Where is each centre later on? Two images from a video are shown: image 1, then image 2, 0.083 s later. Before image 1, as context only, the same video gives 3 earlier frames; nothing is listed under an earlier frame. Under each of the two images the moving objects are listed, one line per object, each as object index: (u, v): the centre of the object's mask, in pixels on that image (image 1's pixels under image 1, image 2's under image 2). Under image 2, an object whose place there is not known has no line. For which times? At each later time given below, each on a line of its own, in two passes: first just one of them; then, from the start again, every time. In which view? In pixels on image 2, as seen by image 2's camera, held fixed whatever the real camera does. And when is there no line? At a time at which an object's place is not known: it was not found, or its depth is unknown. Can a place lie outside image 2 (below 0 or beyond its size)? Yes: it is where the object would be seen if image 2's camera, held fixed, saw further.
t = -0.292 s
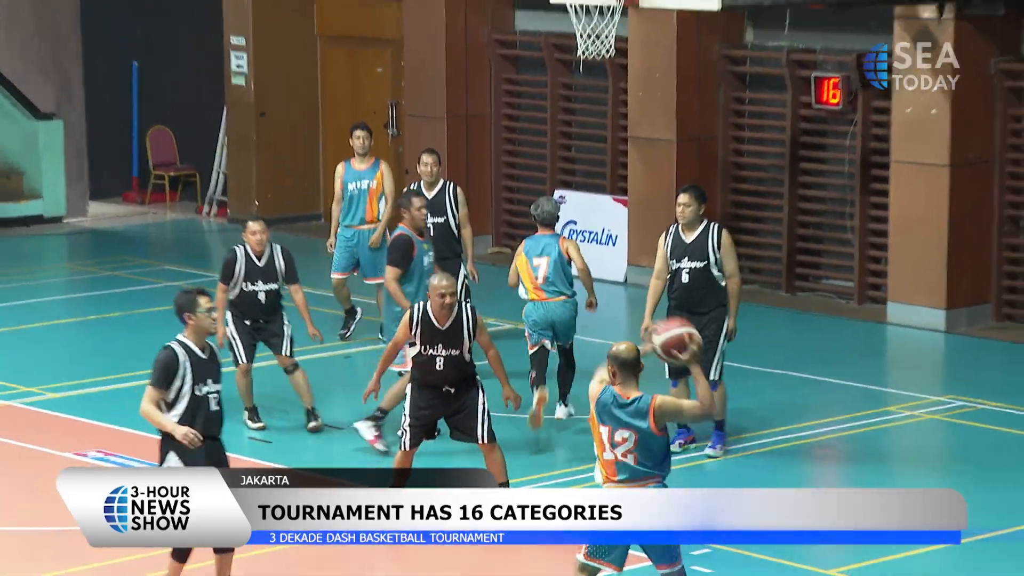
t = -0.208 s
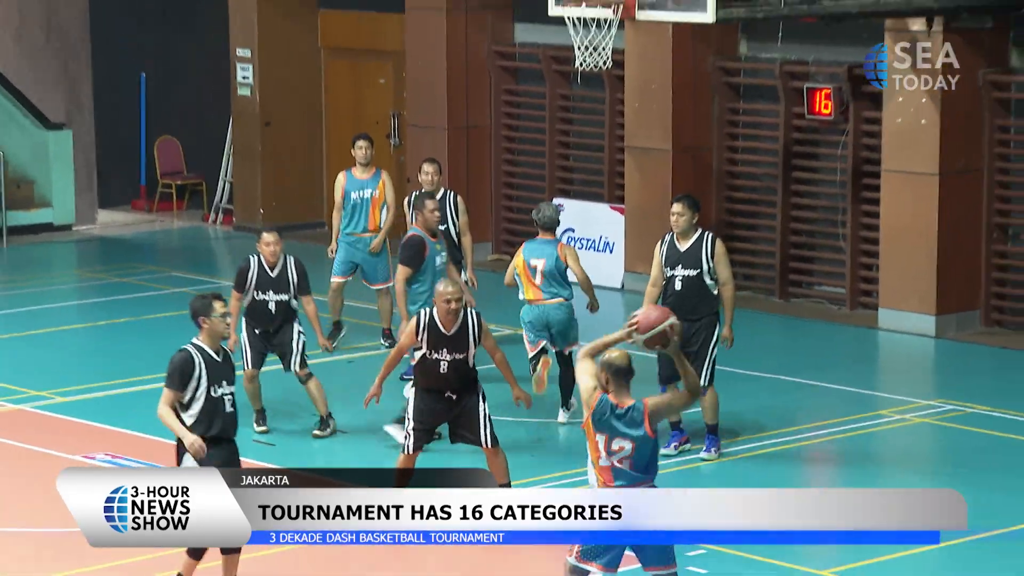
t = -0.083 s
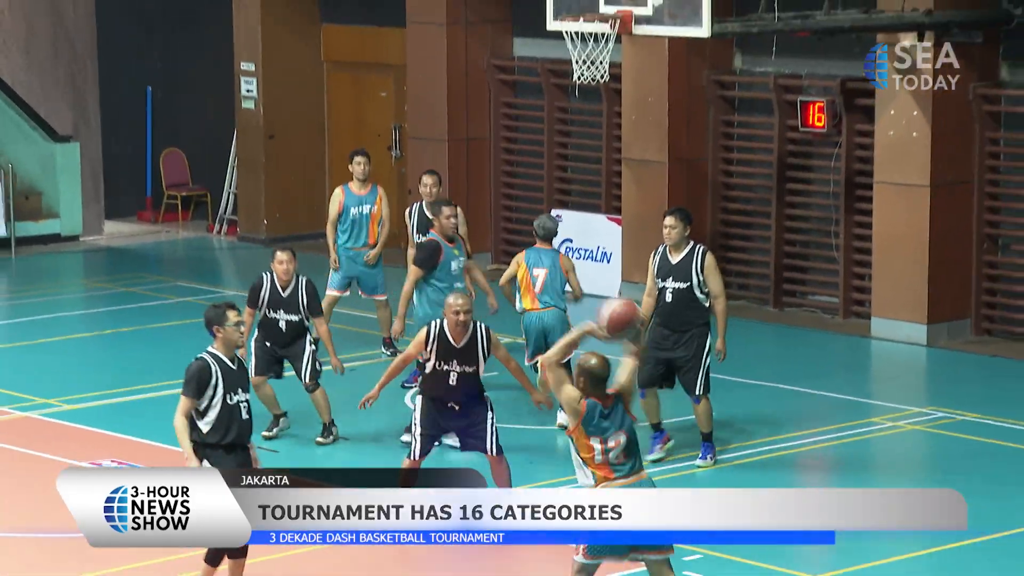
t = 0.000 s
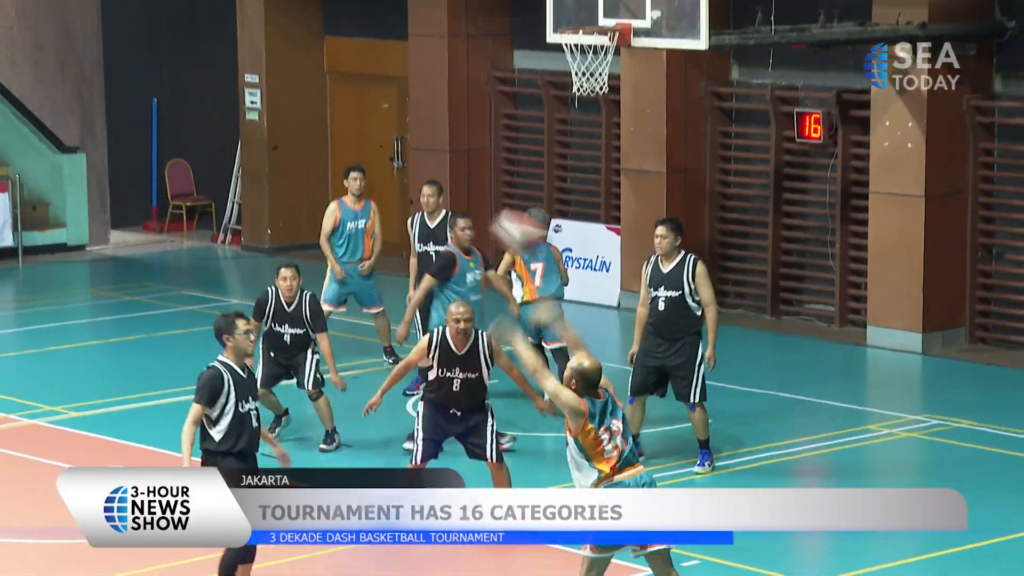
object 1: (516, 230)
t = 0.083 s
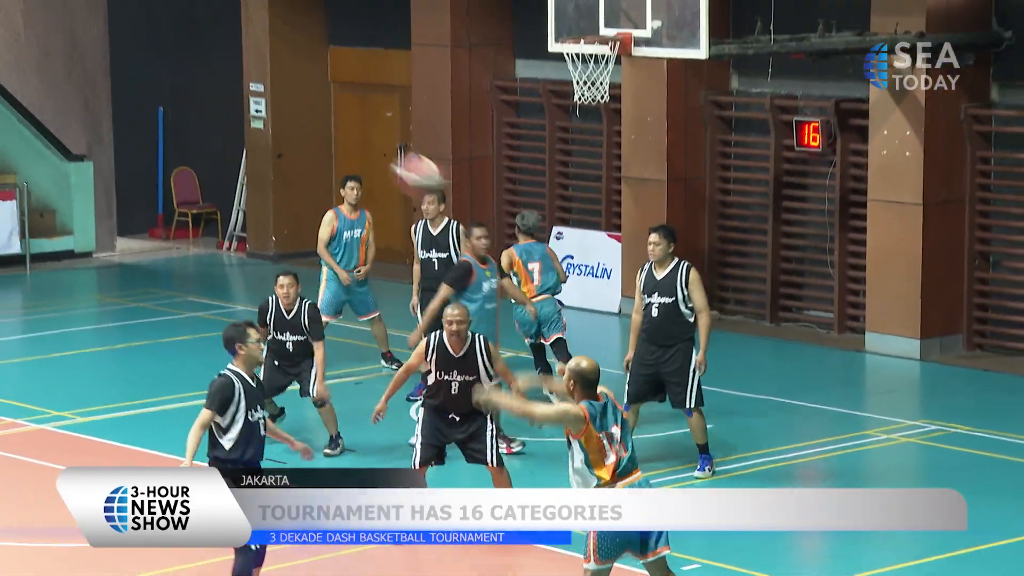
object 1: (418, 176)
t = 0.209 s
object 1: (279, 102)
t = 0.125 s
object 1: (369, 148)
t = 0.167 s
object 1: (320, 123)
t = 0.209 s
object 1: (279, 102)
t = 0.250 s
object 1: (229, 83)
